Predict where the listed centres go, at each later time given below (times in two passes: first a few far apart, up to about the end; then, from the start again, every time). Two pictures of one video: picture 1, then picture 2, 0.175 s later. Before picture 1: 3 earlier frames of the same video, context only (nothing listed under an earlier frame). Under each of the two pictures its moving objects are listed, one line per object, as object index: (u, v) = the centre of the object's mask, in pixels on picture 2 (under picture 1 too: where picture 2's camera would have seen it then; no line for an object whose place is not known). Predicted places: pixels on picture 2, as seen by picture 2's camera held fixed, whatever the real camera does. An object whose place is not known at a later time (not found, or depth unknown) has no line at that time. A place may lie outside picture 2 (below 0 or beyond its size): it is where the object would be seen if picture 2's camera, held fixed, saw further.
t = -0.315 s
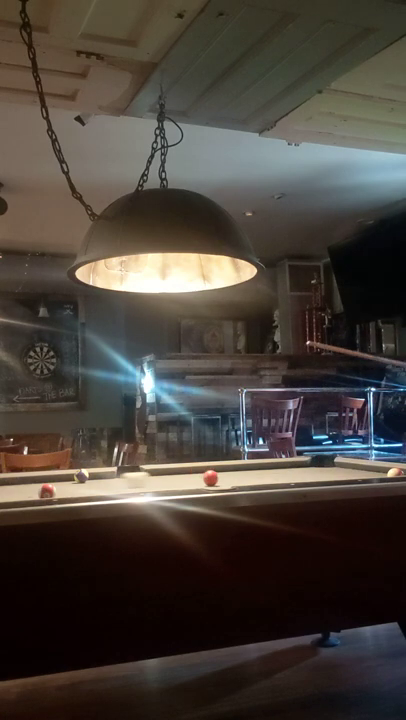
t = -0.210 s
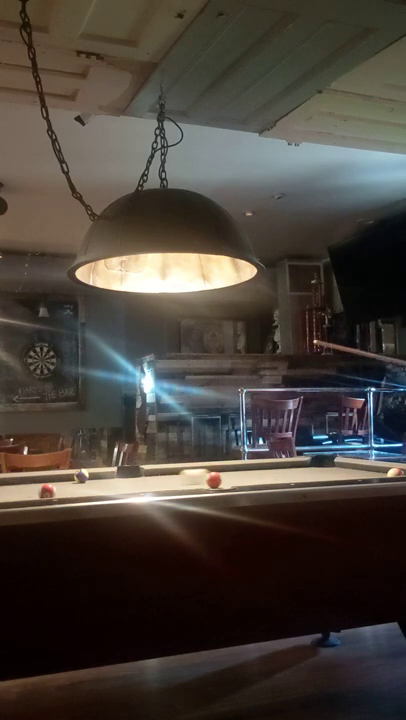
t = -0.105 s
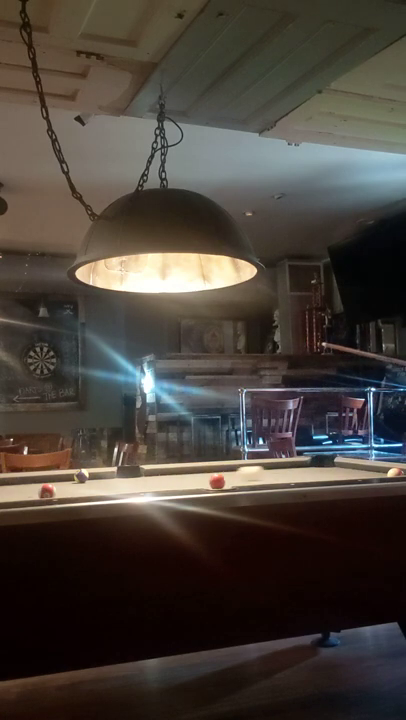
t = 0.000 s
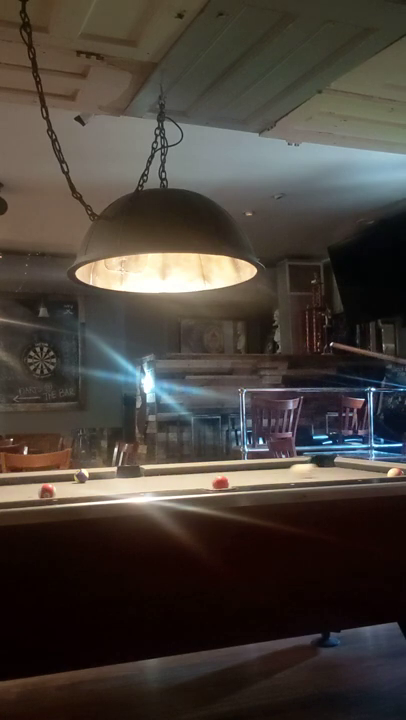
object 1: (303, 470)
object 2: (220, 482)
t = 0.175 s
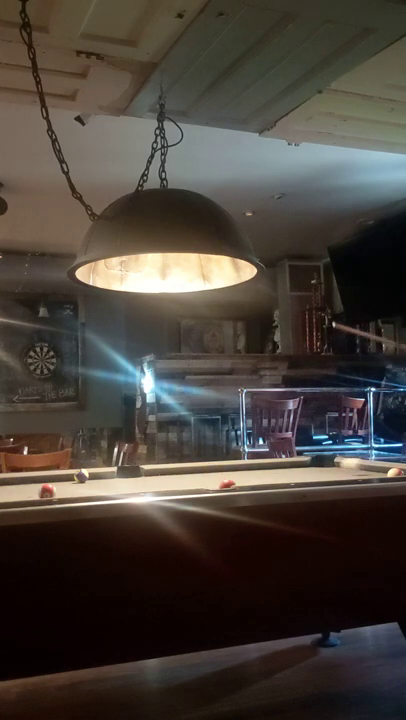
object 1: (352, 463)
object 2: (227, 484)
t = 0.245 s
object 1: (322, 467)
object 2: (227, 484)
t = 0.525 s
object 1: (224, 474)
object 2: (203, 484)
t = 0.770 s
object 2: (184, 483)
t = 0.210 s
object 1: (338, 466)
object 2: (228, 484)
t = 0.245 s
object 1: (322, 467)
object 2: (227, 484)
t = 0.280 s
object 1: (310, 468)
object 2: (224, 484)
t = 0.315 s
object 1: (297, 470)
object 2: (221, 484)
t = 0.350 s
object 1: (285, 471)
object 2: (219, 484)
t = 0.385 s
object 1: (273, 472)
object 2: (215, 484)
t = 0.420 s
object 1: (261, 473)
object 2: (212, 484)
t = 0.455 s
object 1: (249, 473)
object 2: (209, 484)
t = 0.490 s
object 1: (236, 474)
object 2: (206, 484)
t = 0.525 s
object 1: (224, 474)
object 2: (203, 484)
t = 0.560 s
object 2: (200, 484)
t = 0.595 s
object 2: (197, 483)
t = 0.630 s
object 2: (195, 483)
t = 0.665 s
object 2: (192, 483)
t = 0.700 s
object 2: (189, 483)
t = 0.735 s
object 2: (186, 483)
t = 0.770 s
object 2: (184, 483)
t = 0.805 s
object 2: (181, 483)
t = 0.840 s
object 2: (178, 482)
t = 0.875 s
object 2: (174, 482)
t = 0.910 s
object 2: (172, 483)
